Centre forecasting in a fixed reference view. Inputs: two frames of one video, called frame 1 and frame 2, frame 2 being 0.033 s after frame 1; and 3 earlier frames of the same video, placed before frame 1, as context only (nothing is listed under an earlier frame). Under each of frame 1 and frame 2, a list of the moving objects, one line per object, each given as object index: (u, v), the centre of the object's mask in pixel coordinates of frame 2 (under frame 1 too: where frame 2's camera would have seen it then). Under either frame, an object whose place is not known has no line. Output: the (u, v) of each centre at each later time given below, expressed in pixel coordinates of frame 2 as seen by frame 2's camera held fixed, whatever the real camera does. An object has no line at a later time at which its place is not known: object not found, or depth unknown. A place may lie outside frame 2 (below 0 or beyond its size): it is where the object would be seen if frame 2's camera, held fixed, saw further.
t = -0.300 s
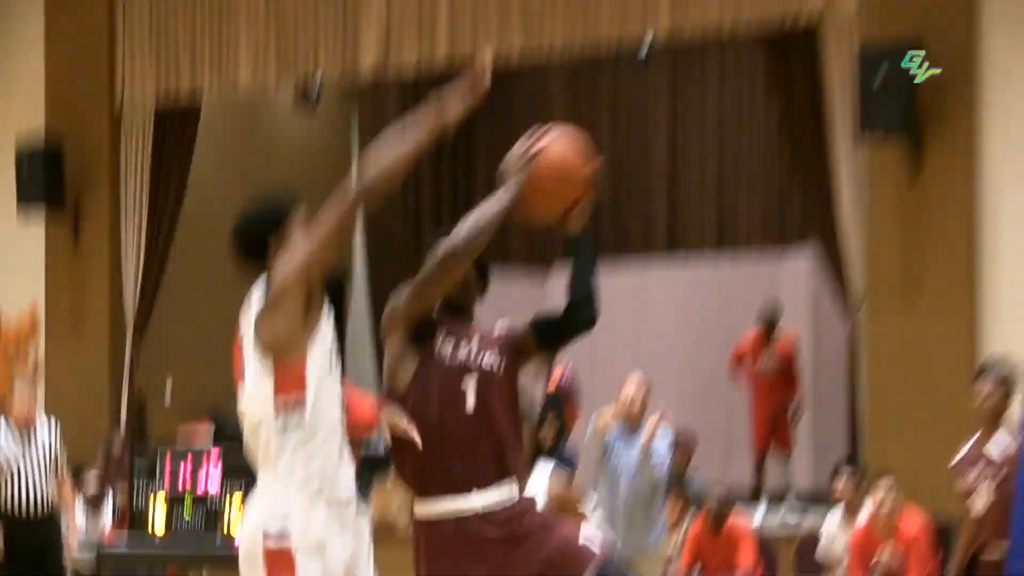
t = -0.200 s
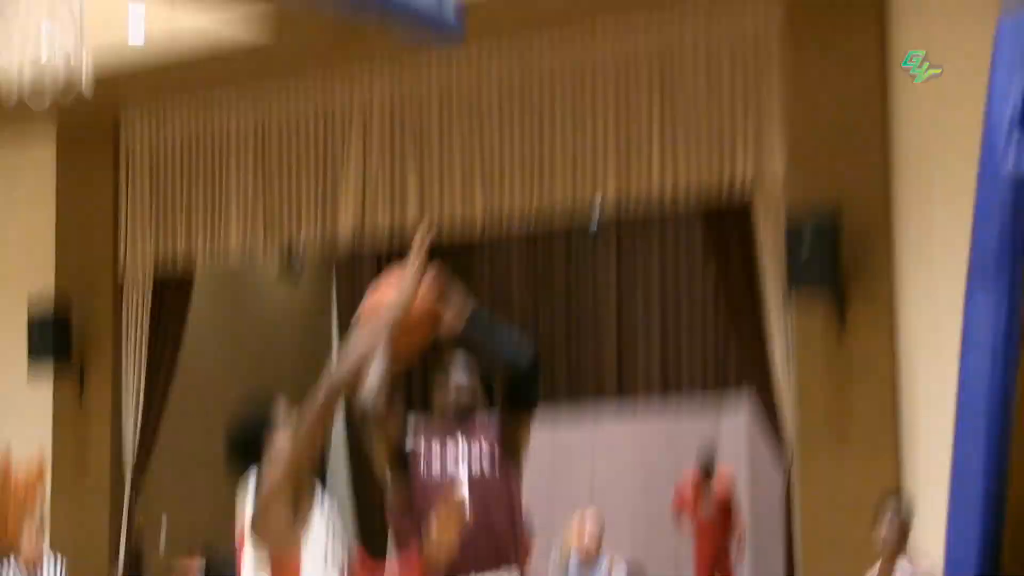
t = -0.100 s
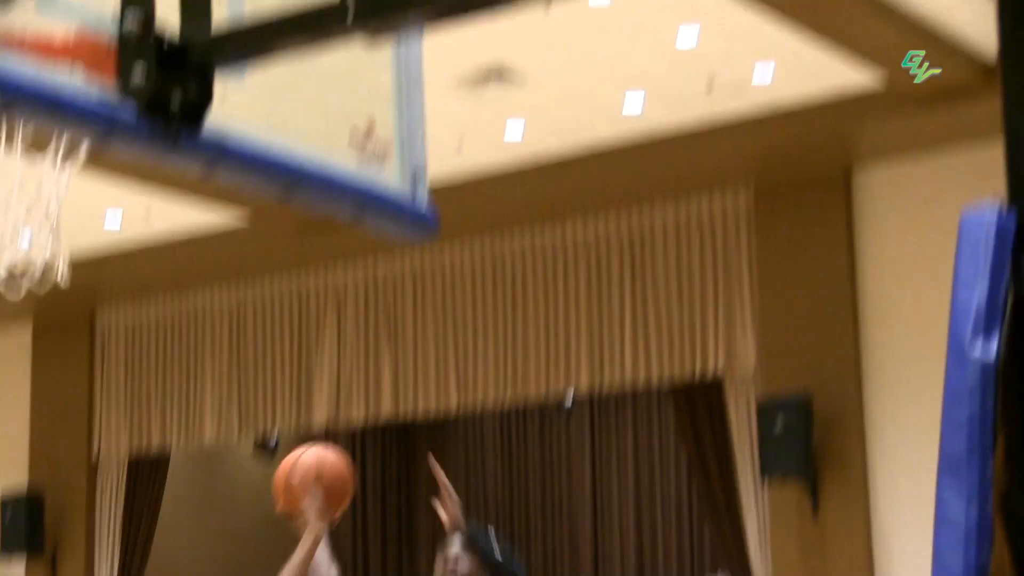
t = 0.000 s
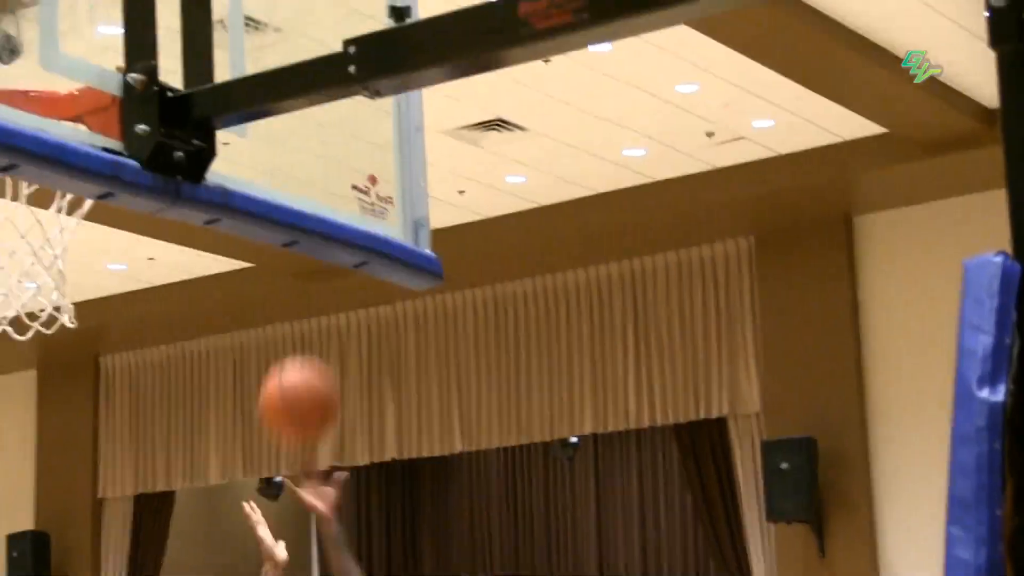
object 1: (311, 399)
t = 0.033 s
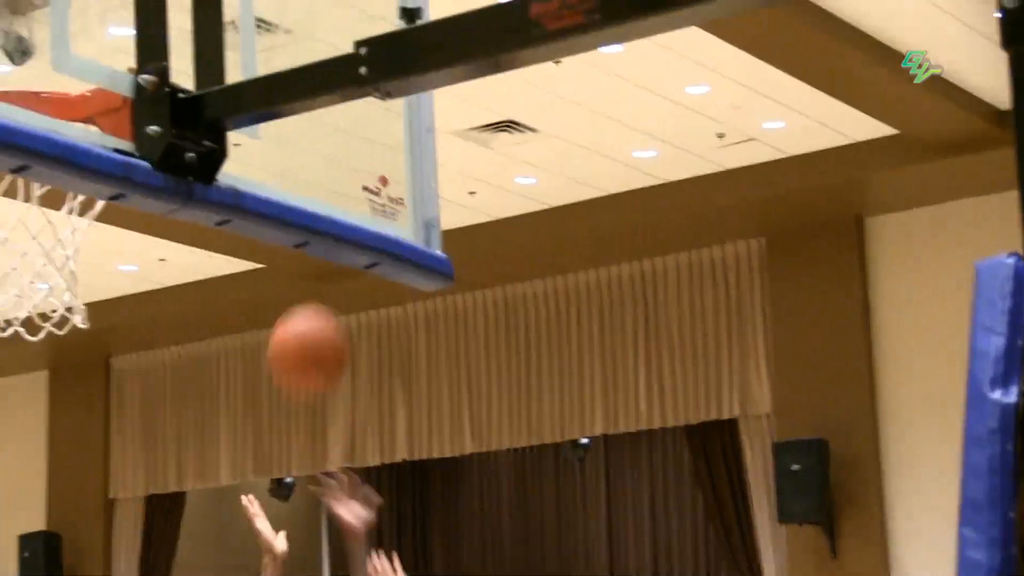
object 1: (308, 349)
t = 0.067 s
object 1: (304, 299)
